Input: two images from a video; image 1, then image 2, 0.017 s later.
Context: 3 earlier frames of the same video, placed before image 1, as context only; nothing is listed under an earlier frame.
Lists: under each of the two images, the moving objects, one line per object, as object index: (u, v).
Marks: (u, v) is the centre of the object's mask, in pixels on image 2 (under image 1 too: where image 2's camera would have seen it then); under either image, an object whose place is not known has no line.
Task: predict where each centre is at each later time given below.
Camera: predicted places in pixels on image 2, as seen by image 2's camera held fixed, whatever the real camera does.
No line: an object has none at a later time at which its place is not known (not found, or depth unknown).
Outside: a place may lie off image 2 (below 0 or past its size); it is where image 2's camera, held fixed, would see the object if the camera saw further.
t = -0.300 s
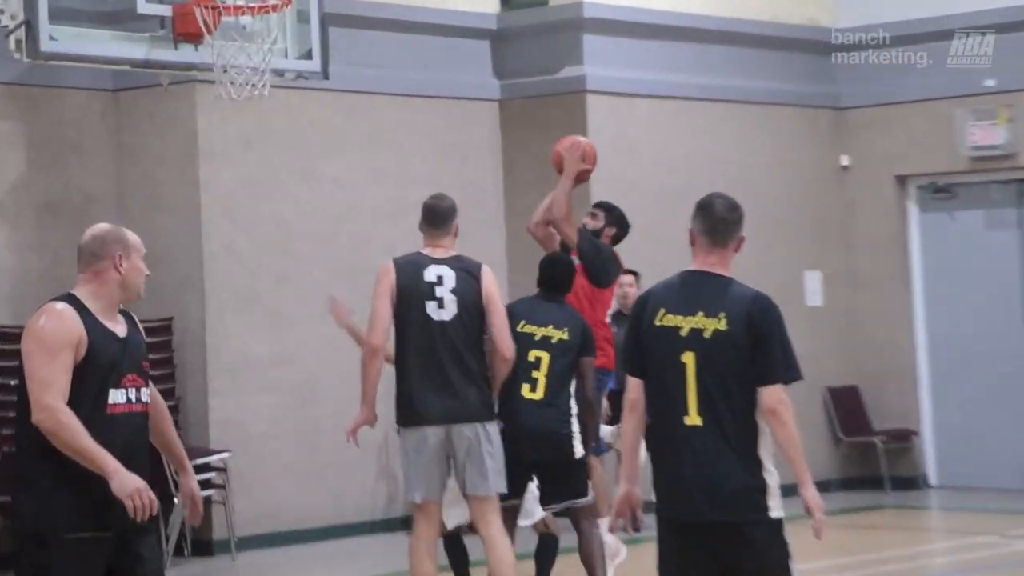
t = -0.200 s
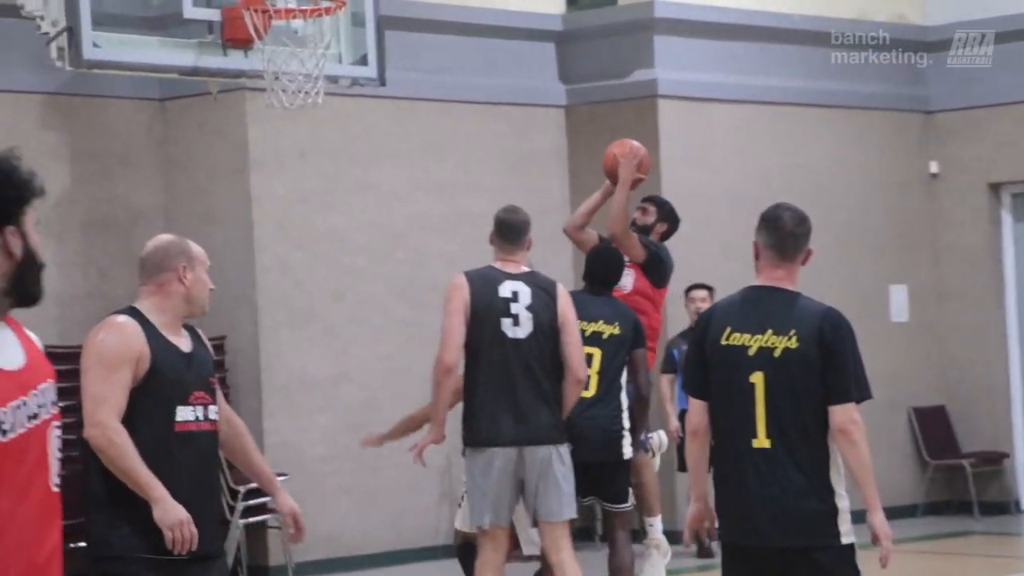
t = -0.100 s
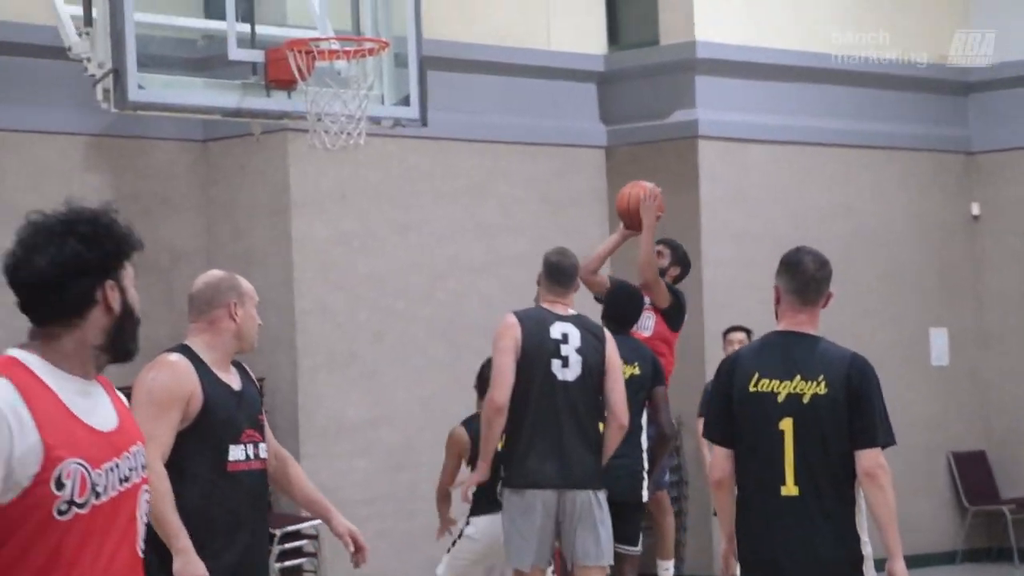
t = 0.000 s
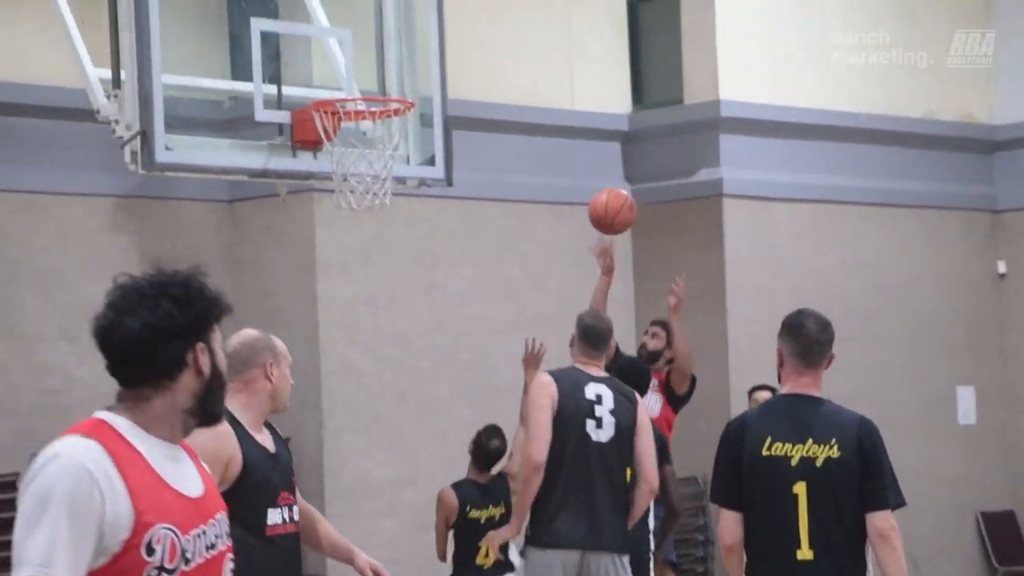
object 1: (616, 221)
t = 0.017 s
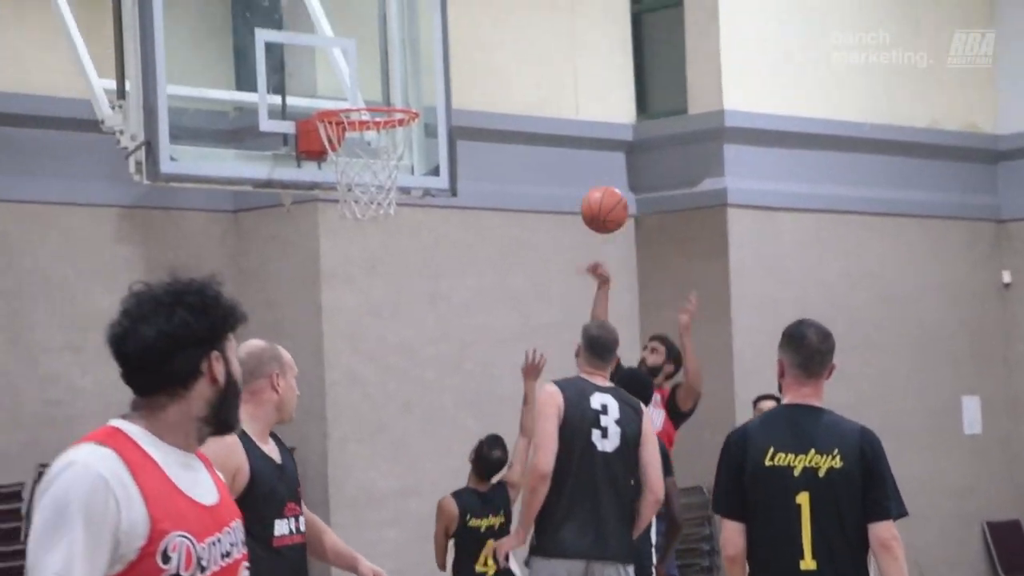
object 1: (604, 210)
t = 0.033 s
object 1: (593, 199)
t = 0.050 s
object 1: (581, 188)
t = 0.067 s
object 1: (569, 178)
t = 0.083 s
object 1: (557, 169)
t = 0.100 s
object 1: (545, 160)
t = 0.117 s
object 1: (533, 151)
